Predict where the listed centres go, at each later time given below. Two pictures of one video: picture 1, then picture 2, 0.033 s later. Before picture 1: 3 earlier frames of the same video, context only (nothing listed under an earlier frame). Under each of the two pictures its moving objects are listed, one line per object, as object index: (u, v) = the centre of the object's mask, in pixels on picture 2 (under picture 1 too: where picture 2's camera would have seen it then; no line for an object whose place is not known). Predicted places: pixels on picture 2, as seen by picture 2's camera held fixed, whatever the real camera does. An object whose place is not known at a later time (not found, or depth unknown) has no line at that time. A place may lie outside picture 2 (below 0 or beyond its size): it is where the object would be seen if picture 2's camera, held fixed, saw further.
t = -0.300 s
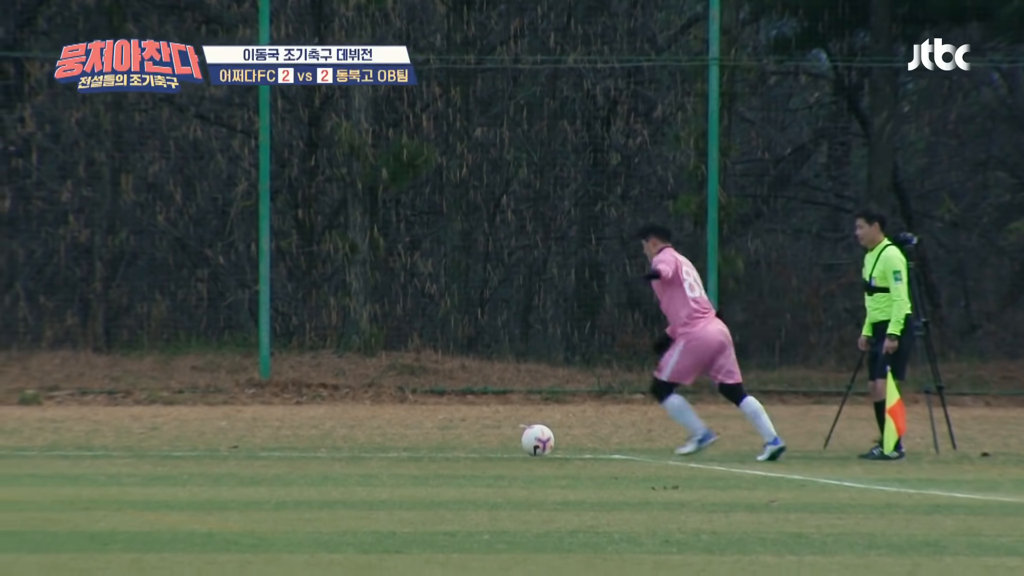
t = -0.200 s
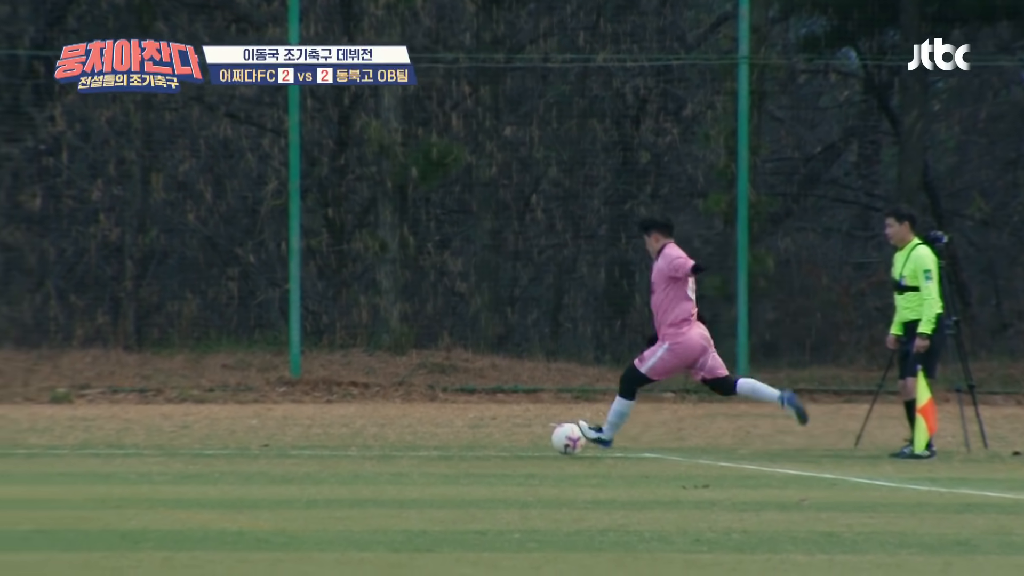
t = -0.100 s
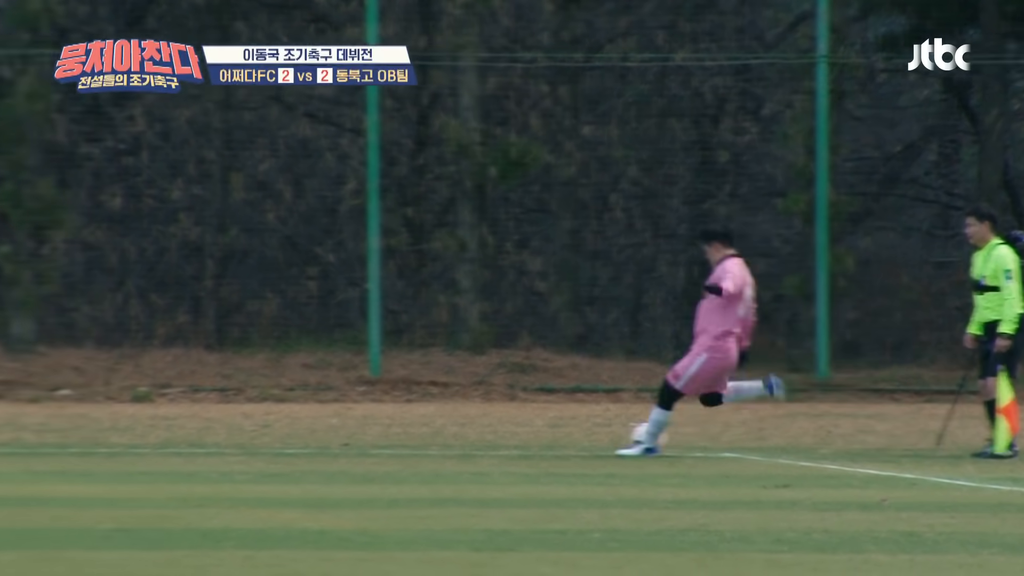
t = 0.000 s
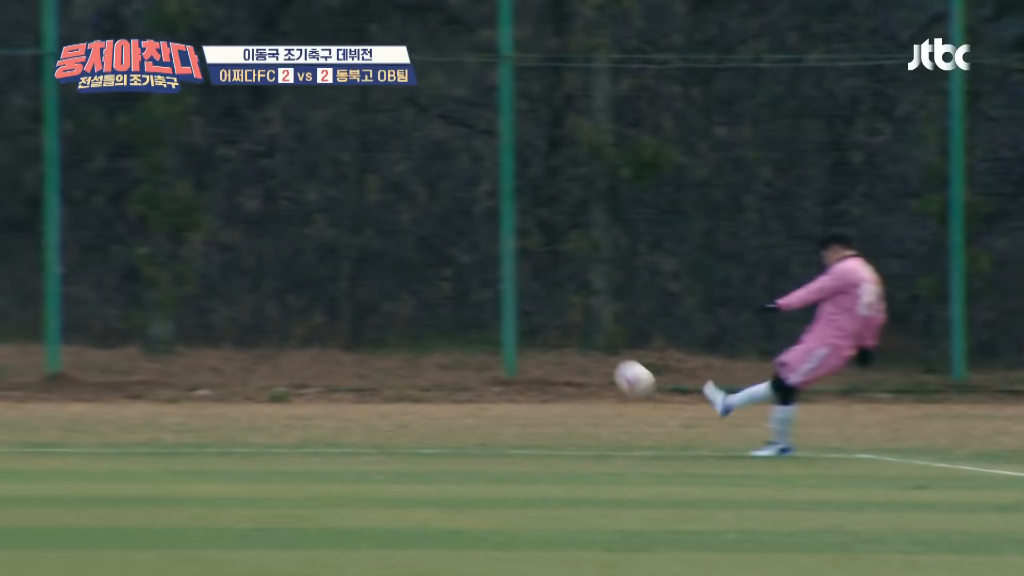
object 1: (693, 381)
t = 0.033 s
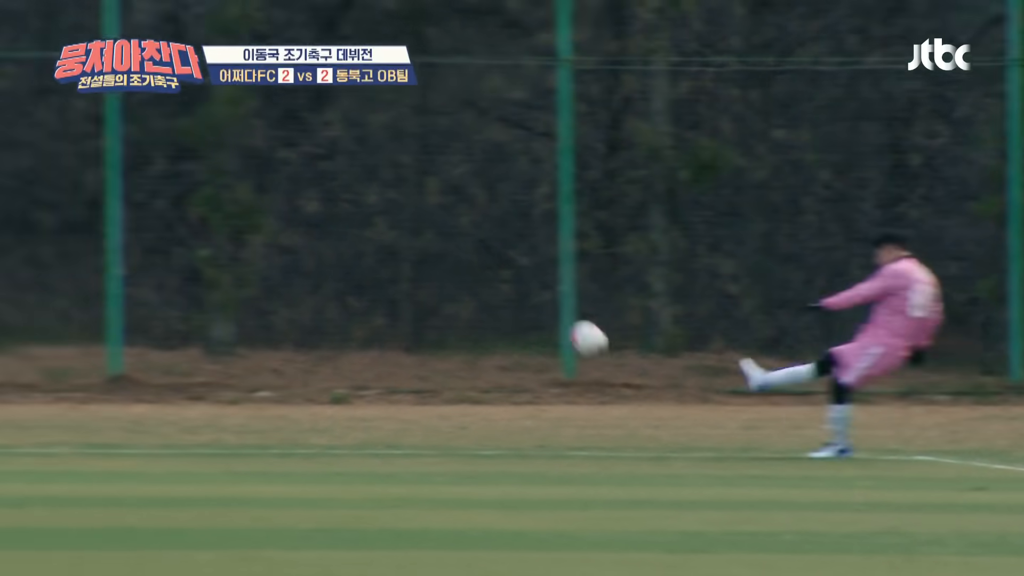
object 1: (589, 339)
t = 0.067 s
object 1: (485, 299)
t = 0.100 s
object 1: (381, 258)
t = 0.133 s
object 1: (279, 219)
